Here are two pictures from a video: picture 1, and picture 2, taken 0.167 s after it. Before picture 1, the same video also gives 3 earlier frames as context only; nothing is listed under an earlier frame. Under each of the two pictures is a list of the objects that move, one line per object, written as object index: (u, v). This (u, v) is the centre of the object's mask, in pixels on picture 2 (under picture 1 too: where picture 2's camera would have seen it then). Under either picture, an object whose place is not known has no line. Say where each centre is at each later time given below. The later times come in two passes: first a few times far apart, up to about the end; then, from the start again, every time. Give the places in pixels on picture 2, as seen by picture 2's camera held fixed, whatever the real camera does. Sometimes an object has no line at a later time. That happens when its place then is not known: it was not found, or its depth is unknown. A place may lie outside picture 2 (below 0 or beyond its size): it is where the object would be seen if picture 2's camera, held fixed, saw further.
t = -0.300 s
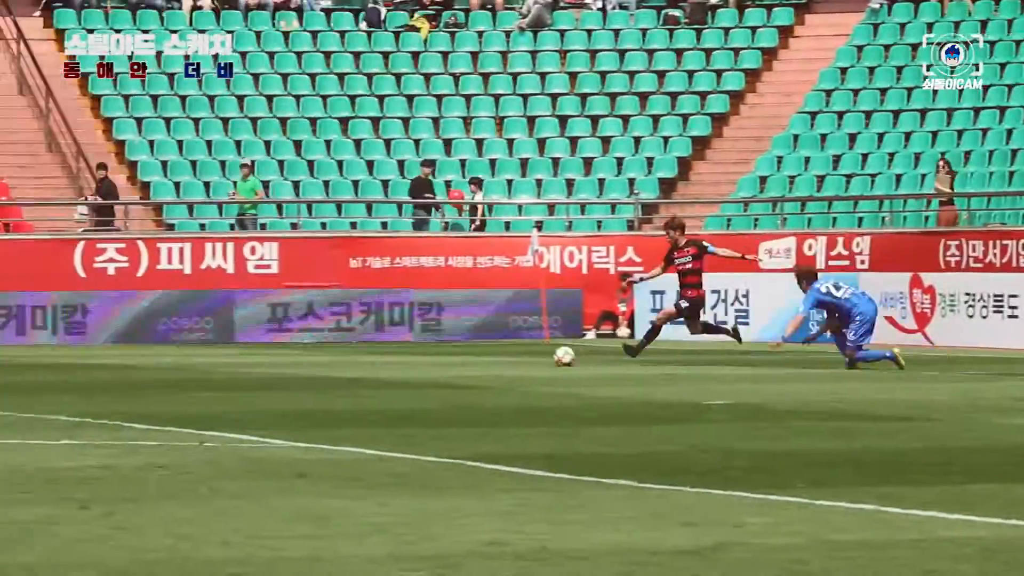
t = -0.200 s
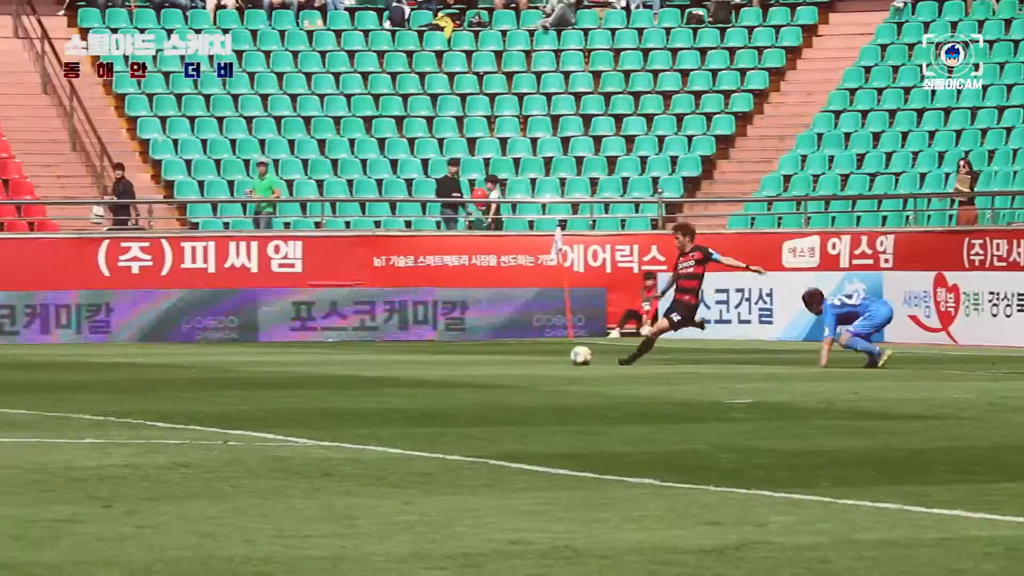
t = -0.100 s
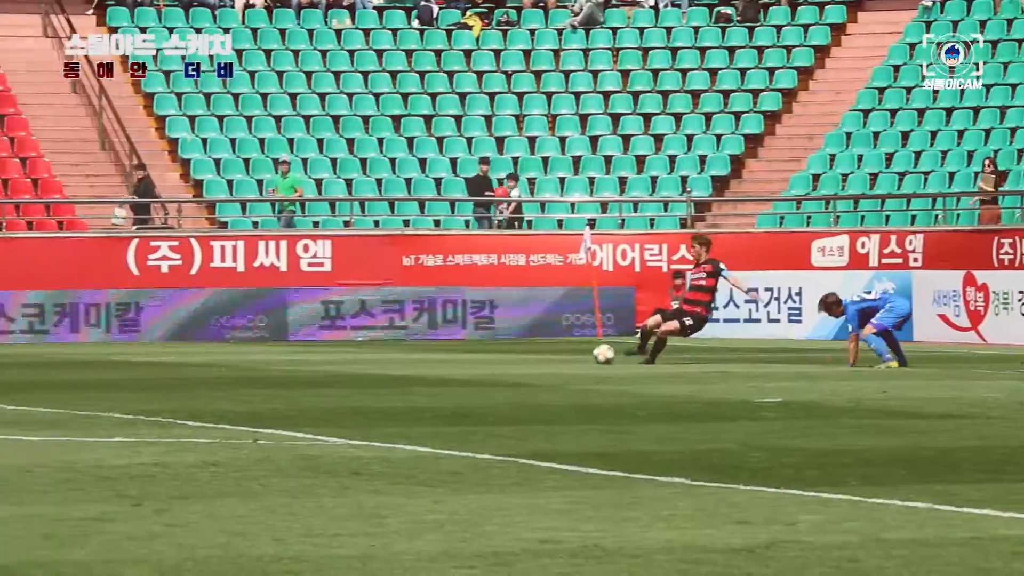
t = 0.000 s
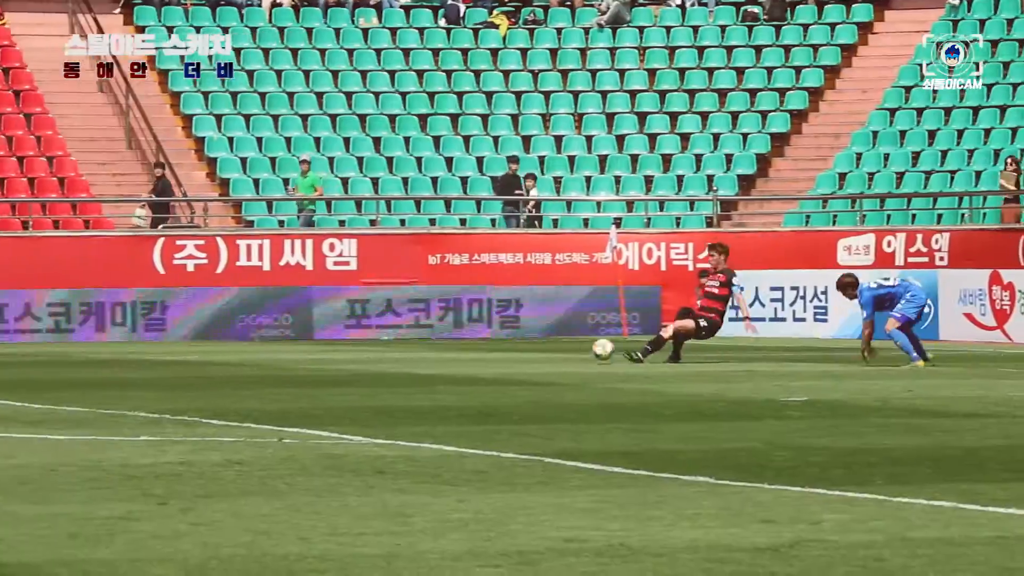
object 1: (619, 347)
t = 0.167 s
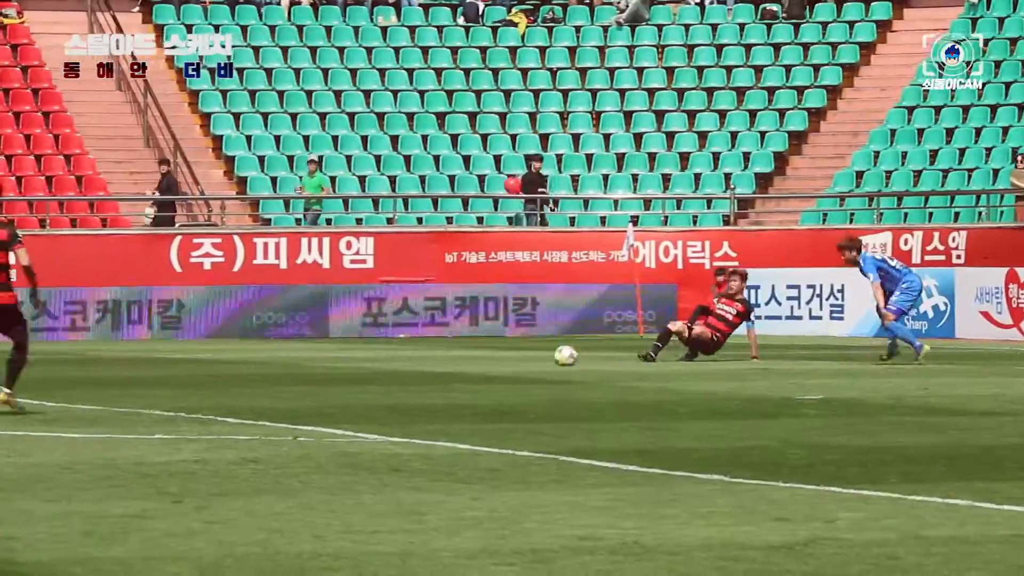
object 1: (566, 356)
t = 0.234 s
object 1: (549, 354)
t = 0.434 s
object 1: (507, 360)
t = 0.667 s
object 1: (469, 365)
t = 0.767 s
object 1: (456, 369)
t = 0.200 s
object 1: (557, 355)
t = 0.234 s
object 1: (549, 354)
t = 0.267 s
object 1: (541, 353)
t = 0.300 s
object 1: (534, 354)
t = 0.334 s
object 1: (527, 357)
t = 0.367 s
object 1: (519, 360)
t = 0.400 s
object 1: (513, 361)
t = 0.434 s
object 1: (507, 360)
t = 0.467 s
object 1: (501, 358)
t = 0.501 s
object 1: (495, 358)
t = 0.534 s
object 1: (490, 360)
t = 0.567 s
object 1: (484, 363)
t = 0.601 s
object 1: (478, 366)
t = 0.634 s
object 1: (473, 366)
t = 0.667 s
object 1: (469, 365)
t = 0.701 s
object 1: (464, 365)
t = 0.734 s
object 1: (460, 366)
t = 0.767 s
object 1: (456, 369)
